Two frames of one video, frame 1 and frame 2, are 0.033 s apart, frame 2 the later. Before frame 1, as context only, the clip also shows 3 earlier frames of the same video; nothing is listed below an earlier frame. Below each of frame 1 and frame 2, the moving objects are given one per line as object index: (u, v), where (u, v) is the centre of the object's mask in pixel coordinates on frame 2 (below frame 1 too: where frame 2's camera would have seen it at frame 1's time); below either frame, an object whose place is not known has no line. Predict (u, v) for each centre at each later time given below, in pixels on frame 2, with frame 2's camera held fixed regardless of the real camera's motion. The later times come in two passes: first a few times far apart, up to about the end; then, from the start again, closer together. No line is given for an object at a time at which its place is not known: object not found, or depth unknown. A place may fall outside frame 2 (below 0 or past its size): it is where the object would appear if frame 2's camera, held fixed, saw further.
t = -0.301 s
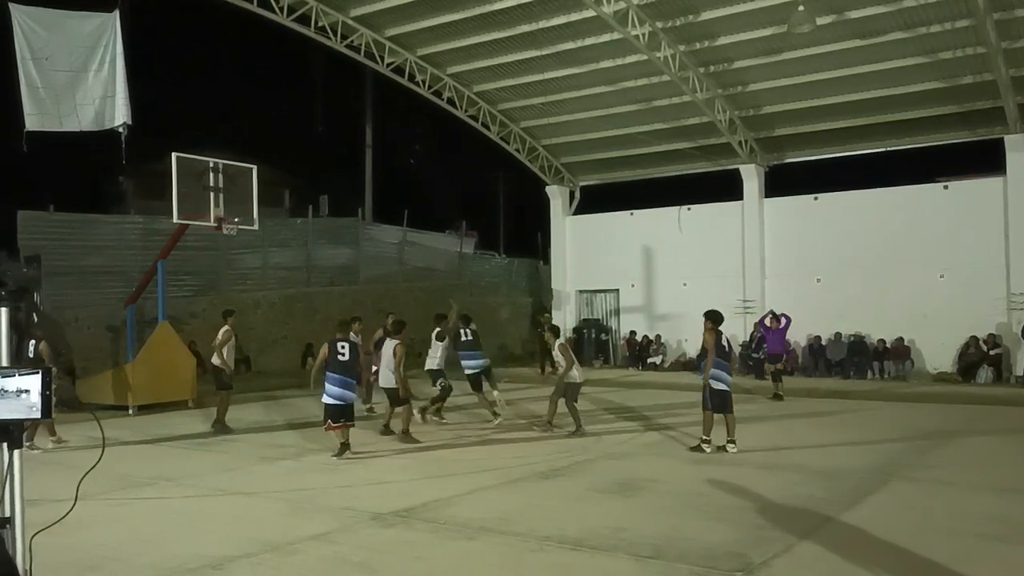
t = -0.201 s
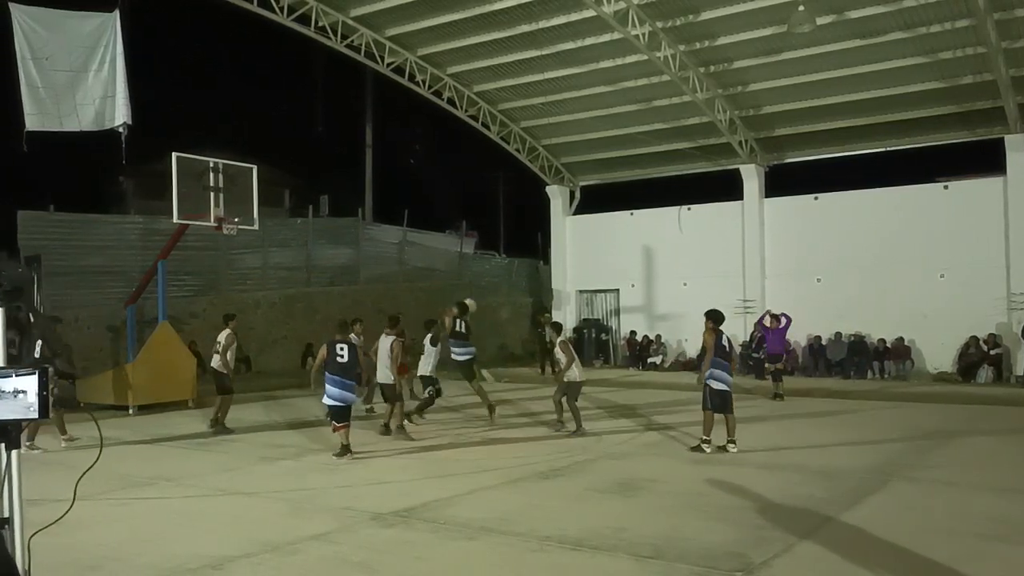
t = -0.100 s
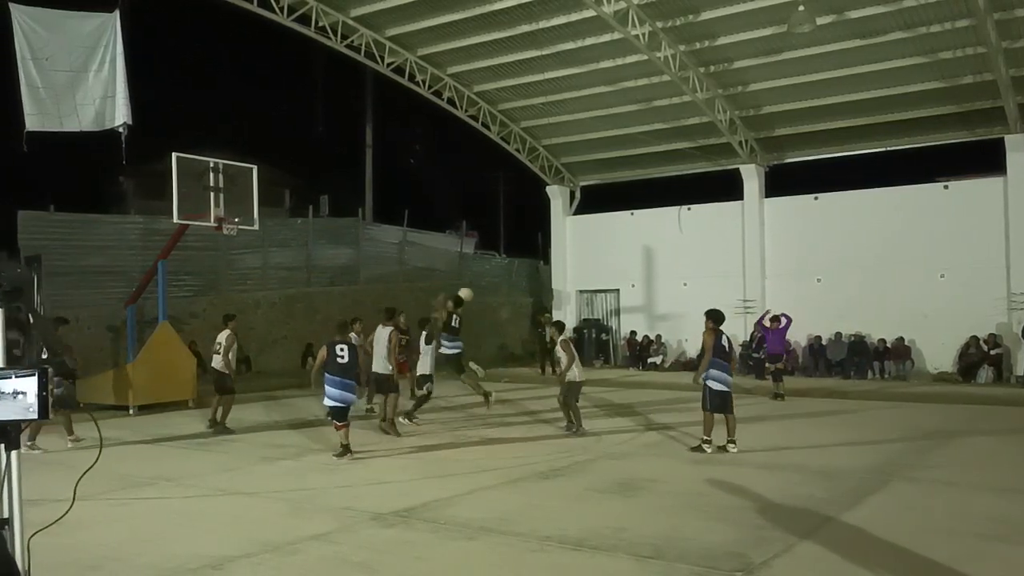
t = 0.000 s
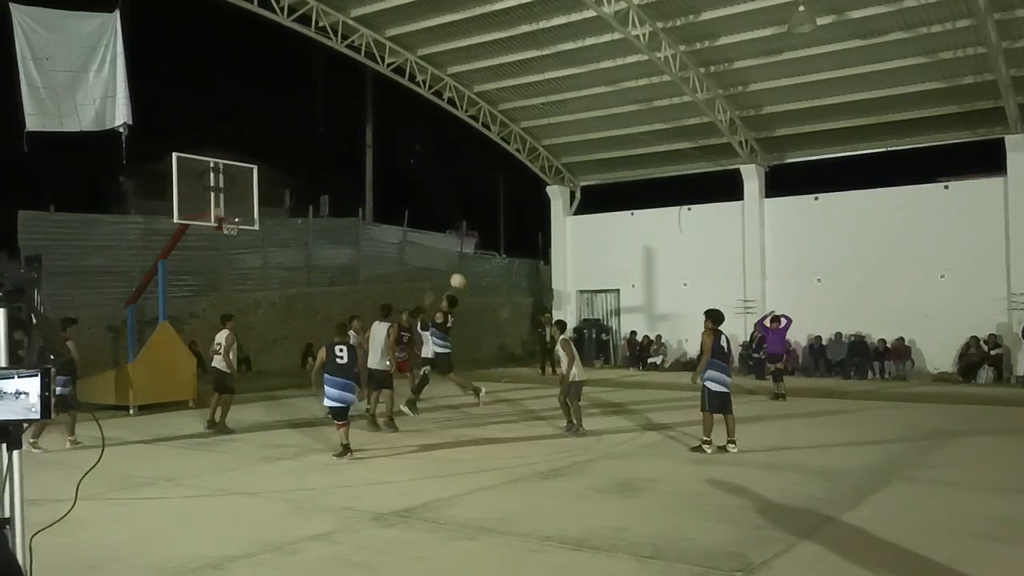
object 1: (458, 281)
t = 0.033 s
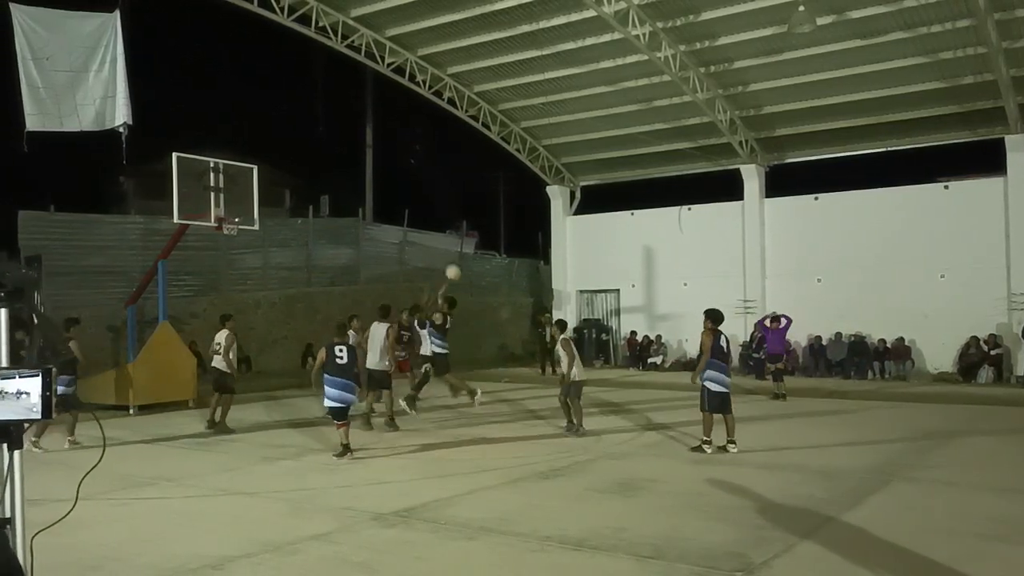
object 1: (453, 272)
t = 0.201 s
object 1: (412, 219)
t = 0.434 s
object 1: (354, 173)
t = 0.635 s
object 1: (307, 160)
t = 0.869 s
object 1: (253, 175)
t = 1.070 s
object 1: (232, 206)
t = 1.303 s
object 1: (228, 204)
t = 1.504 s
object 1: (224, 212)
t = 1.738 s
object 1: (242, 234)
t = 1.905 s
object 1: (242, 253)
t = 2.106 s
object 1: (244, 300)
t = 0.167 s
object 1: (420, 227)
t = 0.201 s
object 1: (412, 219)
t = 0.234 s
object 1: (404, 210)
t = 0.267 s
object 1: (395, 203)
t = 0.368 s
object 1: (371, 183)
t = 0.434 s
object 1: (354, 173)
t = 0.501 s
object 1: (338, 166)
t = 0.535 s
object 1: (330, 163)
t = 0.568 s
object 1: (323, 161)
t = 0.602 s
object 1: (315, 160)
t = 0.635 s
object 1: (307, 160)
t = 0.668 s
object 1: (299, 160)
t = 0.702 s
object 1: (291, 161)
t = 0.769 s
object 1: (276, 164)
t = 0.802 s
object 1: (268, 167)
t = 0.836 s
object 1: (262, 170)
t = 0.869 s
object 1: (253, 175)
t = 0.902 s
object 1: (245, 179)
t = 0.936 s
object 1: (238, 184)
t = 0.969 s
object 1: (231, 190)
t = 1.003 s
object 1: (227, 196)
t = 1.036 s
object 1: (229, 200)
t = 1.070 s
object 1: (232, 206)
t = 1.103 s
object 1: (235, 211)
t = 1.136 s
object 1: (234, 209)
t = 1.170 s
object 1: (233, 207)
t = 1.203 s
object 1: (231, 205)
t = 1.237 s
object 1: (230, 204)
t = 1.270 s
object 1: (229, 203)
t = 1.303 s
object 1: (228, 204)
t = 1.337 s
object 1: (226, 205)
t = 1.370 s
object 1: (225, 206)
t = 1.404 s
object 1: (224, 209)
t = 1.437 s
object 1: (223, 211)
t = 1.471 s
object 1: (223, 212)
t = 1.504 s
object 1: (224, 212)
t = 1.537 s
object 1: (225, 213)
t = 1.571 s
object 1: (224, 213)
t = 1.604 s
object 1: (235, 224)
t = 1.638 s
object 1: (238, 225)
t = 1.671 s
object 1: (241, 229)
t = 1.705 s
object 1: (242, 232)
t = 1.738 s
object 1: (242, 234)
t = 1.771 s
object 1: (242, 236)
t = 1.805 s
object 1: (242, 239)
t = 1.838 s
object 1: (243, 243)
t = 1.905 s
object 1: (242, 253)
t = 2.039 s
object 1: (244, 282)
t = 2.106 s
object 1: (244, 300)
